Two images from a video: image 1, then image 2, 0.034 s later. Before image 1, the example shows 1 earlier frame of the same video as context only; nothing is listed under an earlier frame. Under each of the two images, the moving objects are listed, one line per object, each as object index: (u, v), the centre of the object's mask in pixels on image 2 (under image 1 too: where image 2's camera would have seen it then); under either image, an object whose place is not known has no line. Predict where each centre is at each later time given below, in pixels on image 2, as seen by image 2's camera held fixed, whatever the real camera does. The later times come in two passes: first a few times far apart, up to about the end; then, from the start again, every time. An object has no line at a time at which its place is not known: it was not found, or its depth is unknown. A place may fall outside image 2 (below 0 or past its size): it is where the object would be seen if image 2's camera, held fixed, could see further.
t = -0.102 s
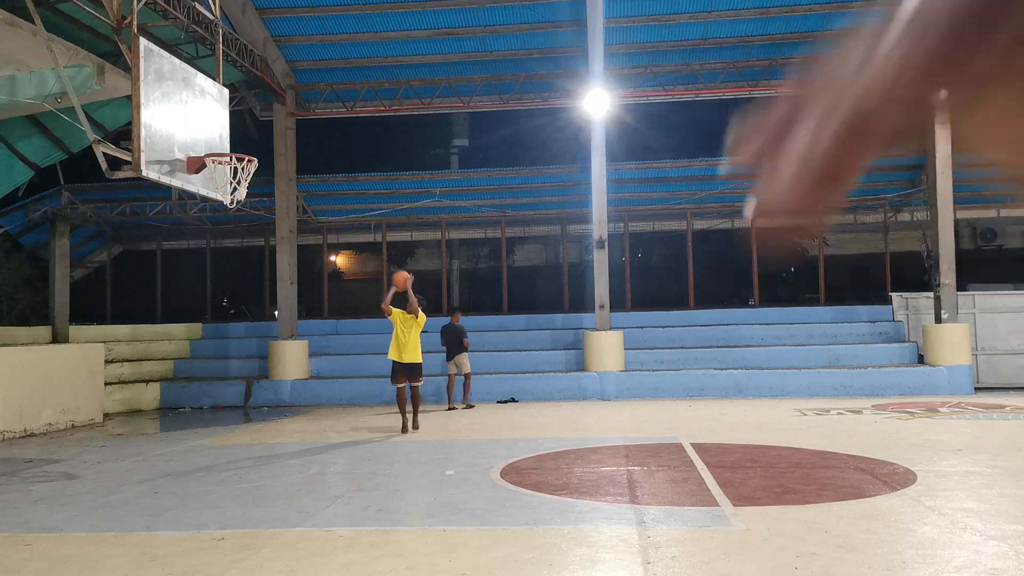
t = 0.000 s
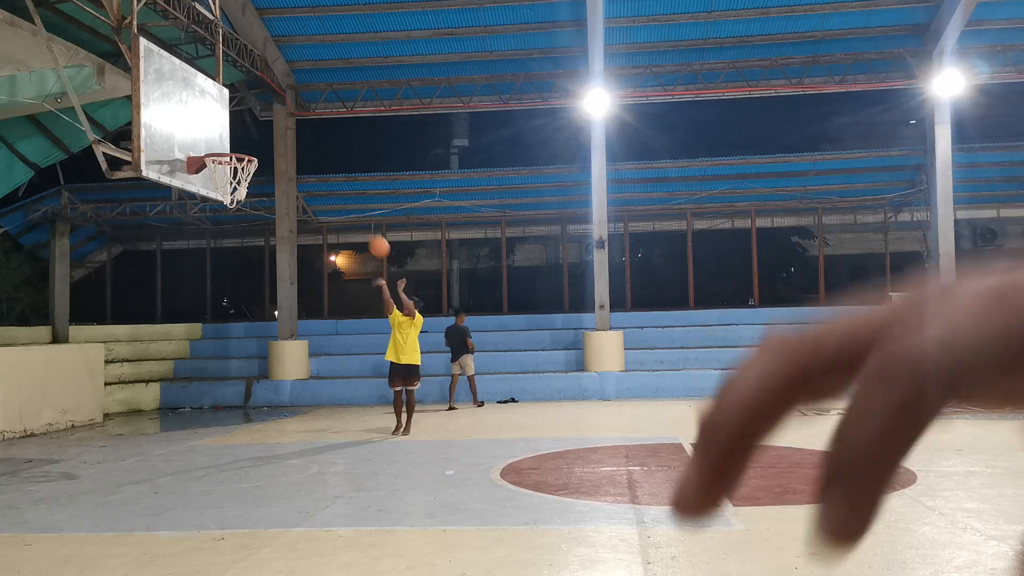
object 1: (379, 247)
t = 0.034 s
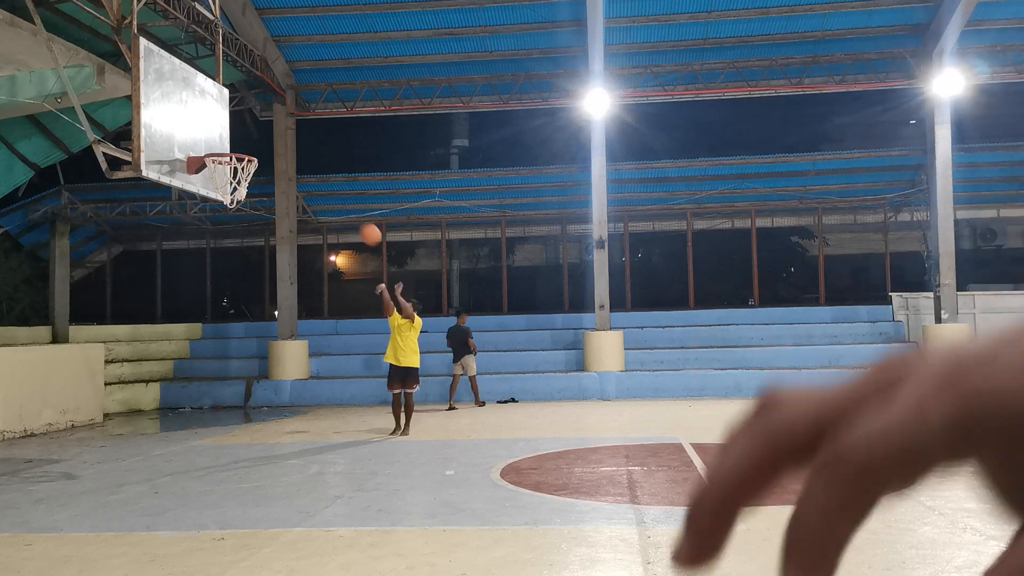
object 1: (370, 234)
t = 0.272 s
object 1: (305, 168)
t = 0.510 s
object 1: (229, 143)
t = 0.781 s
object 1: (237, 138)
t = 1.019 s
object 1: (249, 139)
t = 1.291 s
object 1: (266, 166)
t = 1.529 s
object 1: (287, 257)
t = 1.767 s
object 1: (305, 417)
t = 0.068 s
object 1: (362, 223)
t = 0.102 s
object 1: (353, 212)
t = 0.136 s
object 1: (343, 202)
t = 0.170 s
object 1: (334, 192)
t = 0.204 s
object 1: (324, 184)
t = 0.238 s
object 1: (314, 176)
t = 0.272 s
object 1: (305, 168)
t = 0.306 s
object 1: (294, 162)
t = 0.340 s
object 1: (283, 157)
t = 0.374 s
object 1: (272, 152)
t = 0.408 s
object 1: (262, 148)
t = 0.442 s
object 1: (249, 146)
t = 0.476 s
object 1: (239, 144)
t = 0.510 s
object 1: (229, 143)
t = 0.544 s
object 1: (223, 143)
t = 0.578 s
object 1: (225, 144)
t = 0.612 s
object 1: (226, 145)
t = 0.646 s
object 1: (228, 146)
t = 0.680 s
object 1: (228, 143)
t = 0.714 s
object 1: (233, 141)
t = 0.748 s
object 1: (232, 138)
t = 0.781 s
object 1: (237, 138)
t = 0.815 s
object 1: (236, 137)
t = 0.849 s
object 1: (242, 140)
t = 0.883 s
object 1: (243, 140)
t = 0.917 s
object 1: (245, 143)
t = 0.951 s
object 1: (245, 143)
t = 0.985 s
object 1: (246, 140)
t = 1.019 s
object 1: (249, 139)
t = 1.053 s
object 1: (249, 138)
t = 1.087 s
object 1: (252, 138)
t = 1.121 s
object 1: (257, 140)
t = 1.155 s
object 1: (257, 143)
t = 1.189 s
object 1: (262, 147)
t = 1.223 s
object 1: (261, 152)
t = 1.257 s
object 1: (267, 158)
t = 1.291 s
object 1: (266, 166)
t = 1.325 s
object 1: (269, 175)
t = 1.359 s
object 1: (271, 185)
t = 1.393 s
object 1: (274, 198)
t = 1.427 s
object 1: (277, 210)
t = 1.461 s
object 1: (280, 225)
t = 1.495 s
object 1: (282, 240)
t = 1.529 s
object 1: (287, 257)
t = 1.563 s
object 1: (291, 277)
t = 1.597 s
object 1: (291, 297)
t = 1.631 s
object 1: (296, 317)
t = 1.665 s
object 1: (296, 339)
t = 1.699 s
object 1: (301, 364)
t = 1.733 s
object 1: (302, 392)
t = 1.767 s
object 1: (305, 417)
